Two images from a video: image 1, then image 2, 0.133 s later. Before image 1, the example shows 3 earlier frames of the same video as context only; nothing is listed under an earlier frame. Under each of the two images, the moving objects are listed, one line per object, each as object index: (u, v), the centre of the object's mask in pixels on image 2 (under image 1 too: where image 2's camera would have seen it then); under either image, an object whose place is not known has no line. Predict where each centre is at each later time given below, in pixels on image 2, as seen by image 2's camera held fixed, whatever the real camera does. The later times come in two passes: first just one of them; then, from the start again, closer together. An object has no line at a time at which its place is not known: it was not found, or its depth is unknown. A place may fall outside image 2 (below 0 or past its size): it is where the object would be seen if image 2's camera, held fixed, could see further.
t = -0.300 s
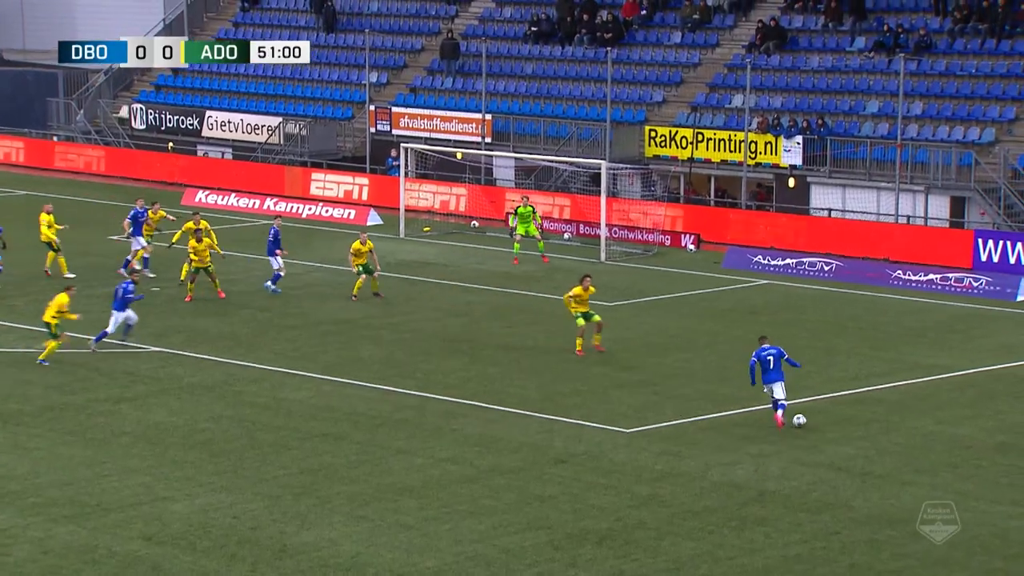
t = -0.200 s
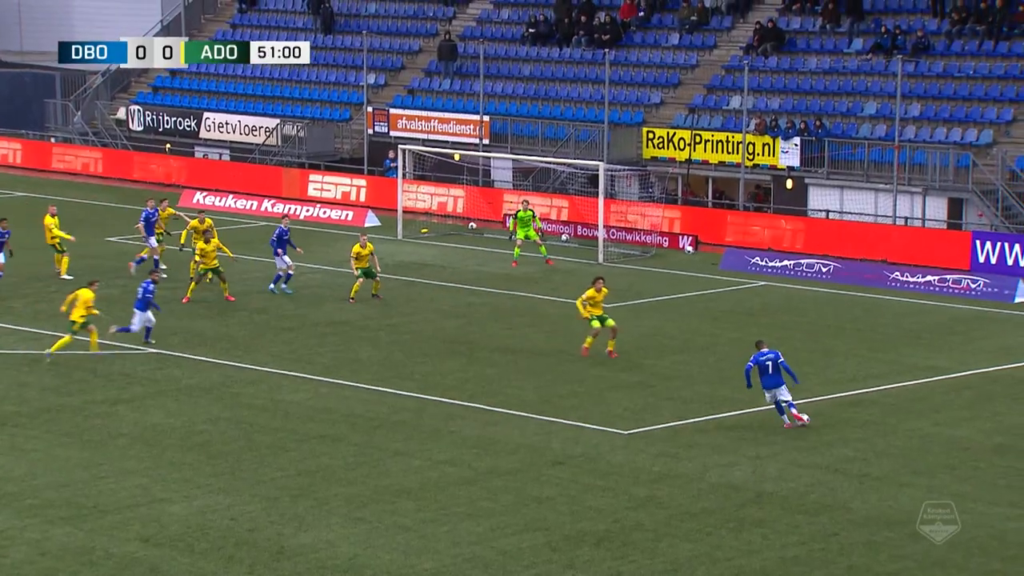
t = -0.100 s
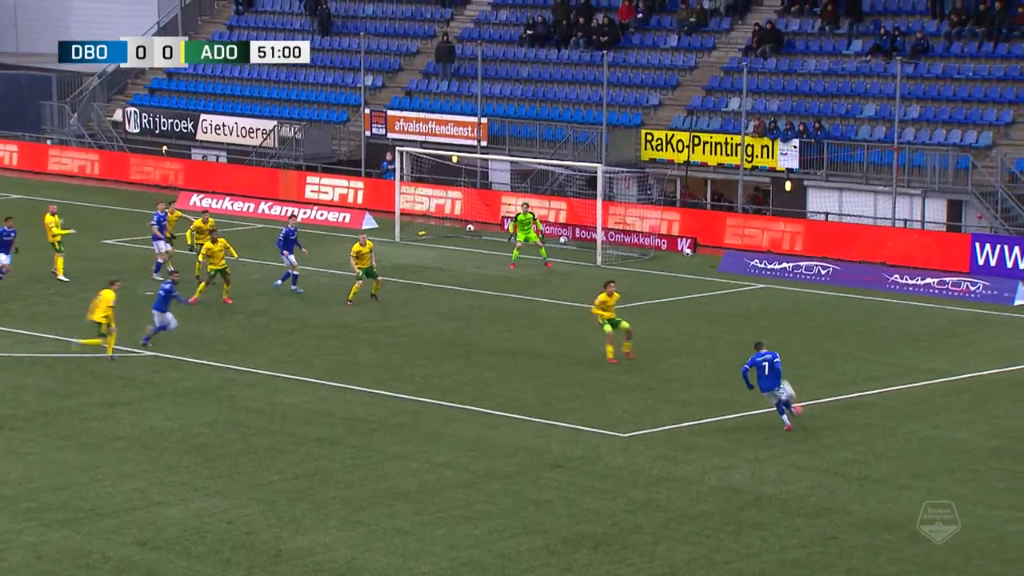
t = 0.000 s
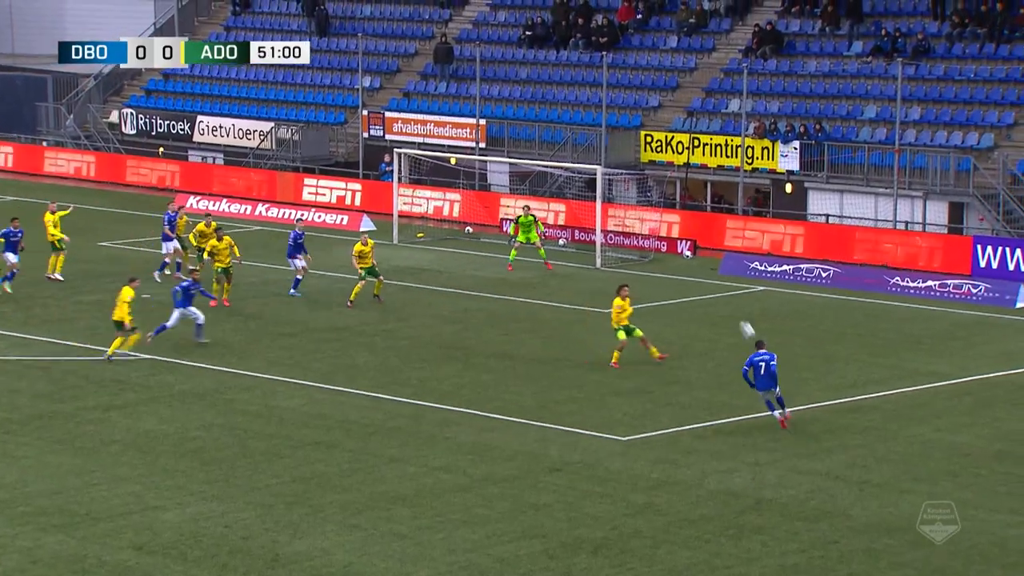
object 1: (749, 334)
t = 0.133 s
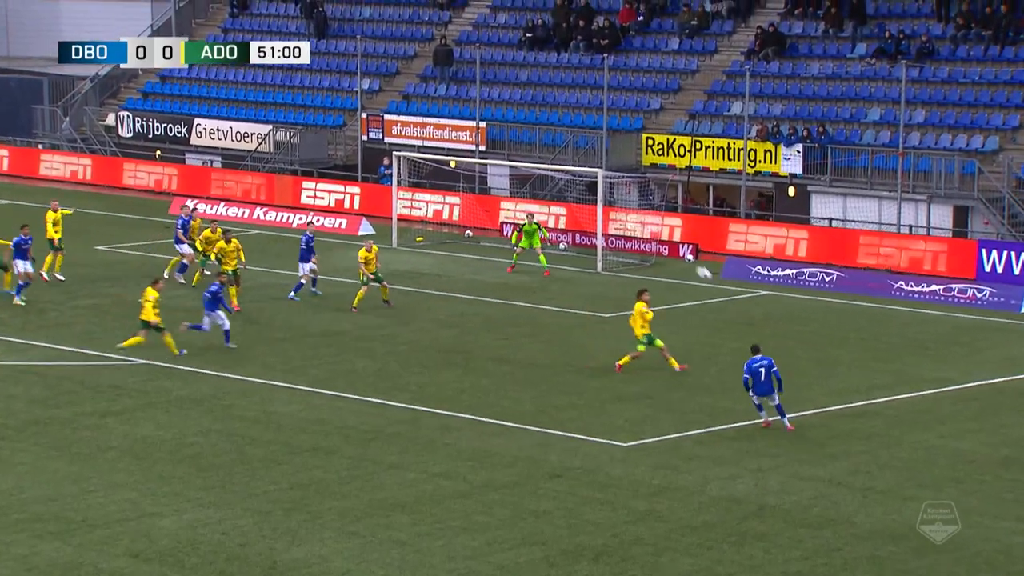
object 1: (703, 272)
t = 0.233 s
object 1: (668, 231)
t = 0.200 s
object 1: (675, 238)
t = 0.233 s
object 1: (668, 231)
